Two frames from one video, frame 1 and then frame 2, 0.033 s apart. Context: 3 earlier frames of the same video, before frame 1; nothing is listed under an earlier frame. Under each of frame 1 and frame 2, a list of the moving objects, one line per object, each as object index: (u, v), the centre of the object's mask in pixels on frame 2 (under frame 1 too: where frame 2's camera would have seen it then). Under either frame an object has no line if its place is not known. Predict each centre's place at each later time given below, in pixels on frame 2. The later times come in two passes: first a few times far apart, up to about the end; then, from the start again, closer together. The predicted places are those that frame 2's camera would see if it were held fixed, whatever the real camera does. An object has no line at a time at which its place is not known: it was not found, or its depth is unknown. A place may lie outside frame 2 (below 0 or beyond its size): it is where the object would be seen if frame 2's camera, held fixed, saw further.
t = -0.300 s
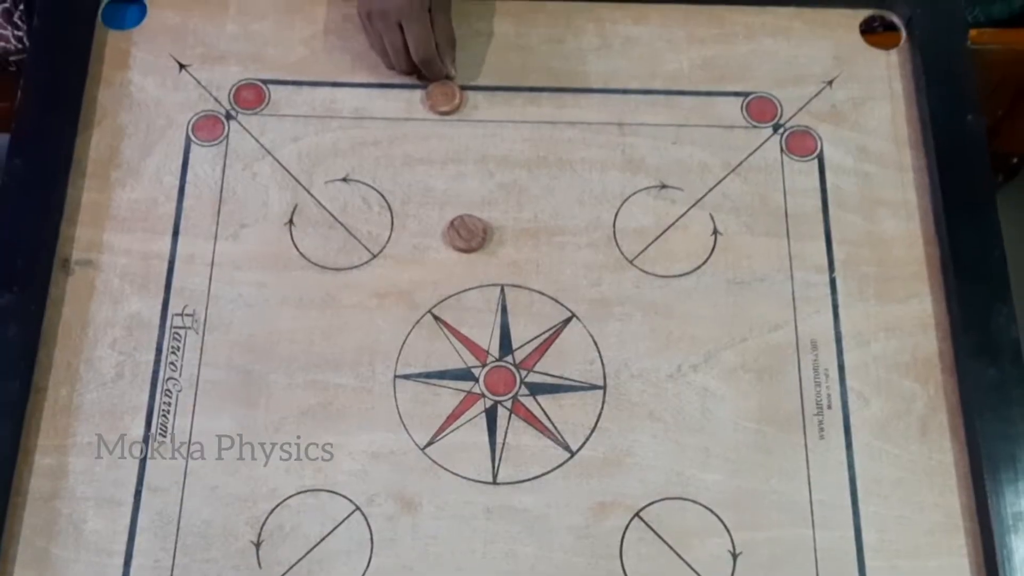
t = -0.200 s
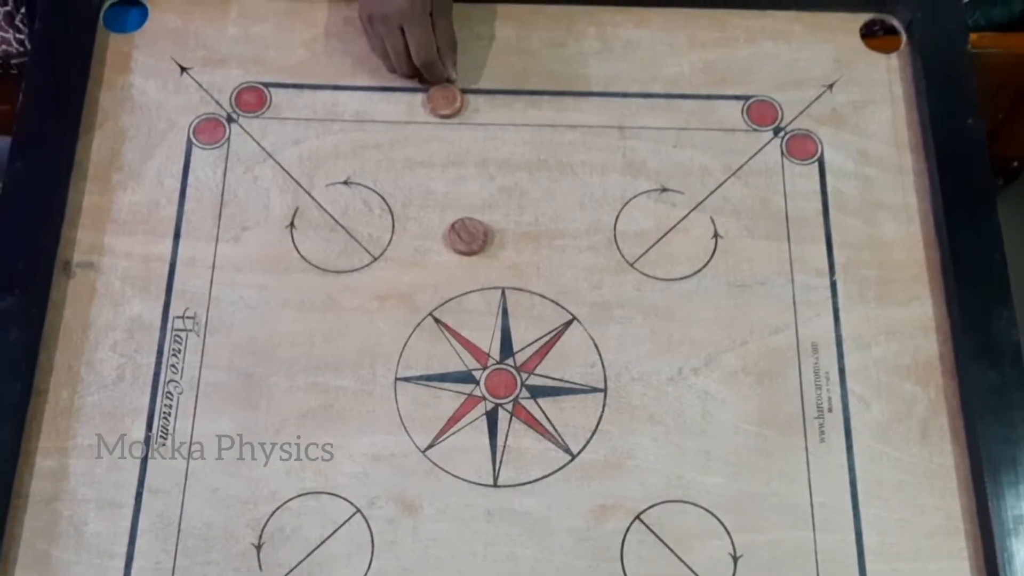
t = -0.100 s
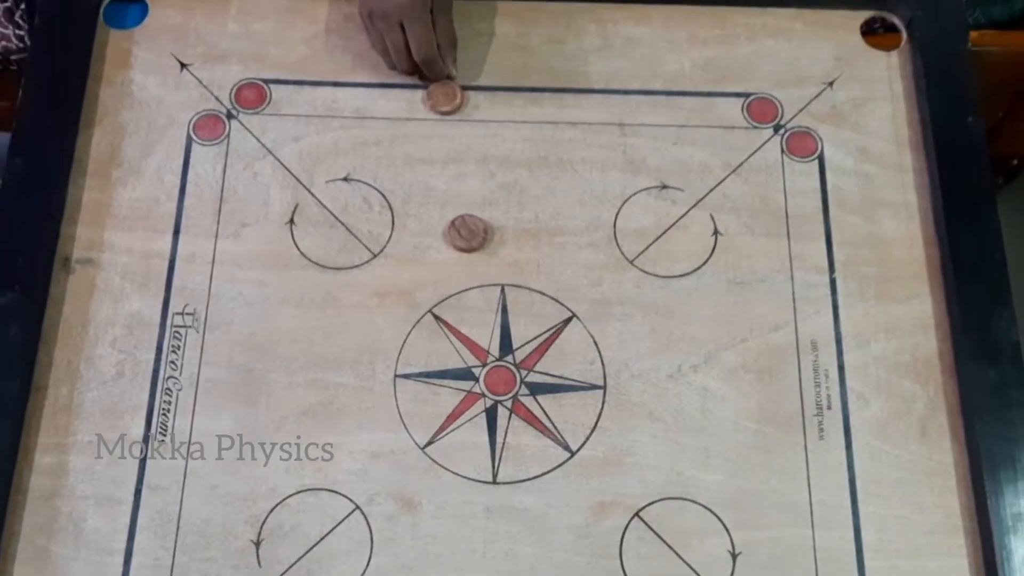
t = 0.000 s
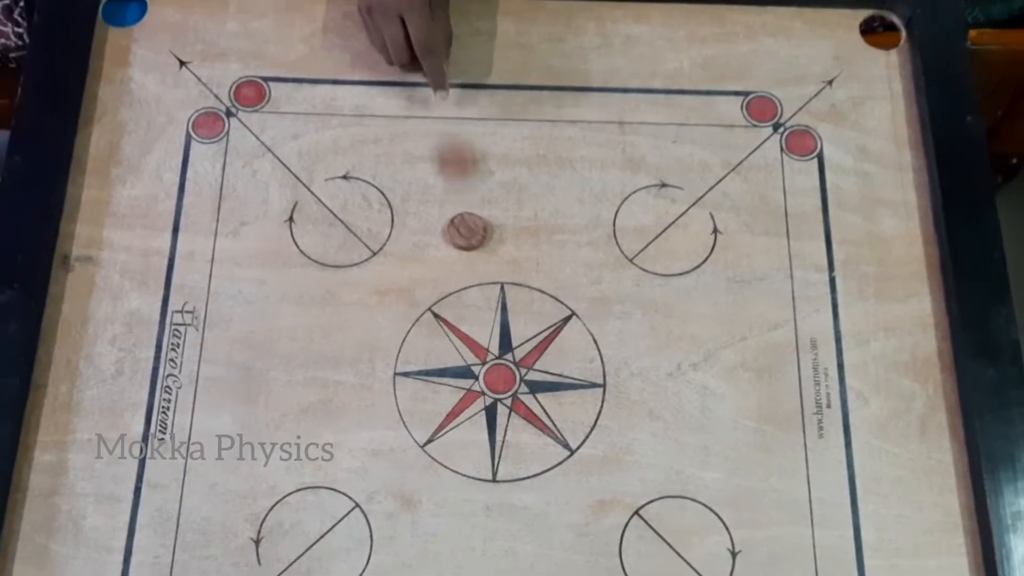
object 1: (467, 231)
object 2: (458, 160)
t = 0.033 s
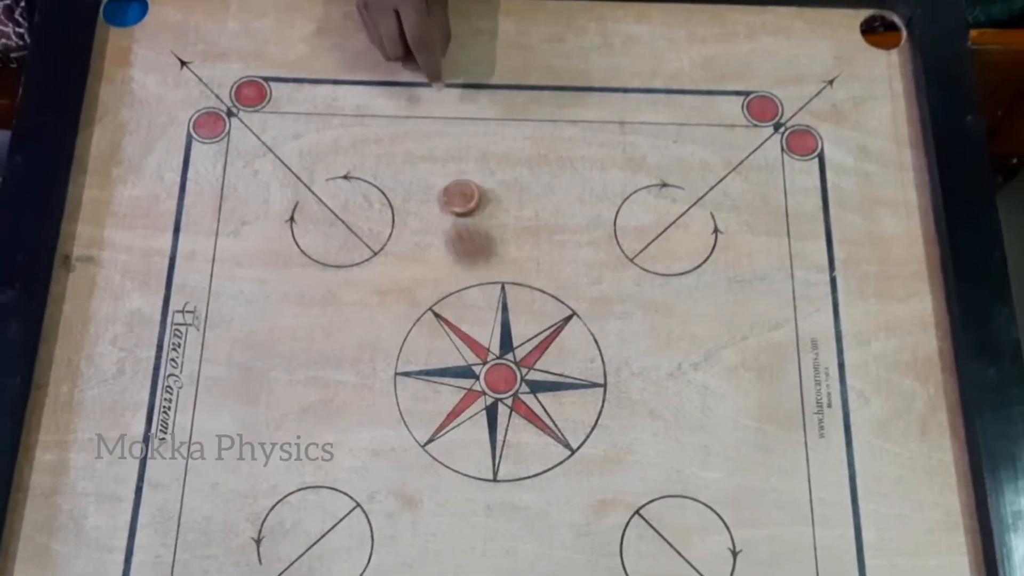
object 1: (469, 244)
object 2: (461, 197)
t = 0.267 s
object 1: (505, 423)
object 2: (461, 201)
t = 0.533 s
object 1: (509, 437)
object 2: (460, 201)
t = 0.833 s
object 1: (509, 437)
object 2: (460, 201)
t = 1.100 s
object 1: (509, 437)
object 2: (460, 201)
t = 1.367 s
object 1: (509, 437)
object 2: (460, 201)
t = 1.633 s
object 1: (509, 437)
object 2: (460, 201)
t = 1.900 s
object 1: (510, 437)
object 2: (460, 201)
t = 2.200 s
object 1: (510, 437)
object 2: (460, 201)
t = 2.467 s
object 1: (510, 437)
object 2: (460, 201)
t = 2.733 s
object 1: (510, 437)
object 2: (460, 201)
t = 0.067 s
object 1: (477, 278)
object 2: (462, 200)
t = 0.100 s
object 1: (482, 312)
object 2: (460, 201)
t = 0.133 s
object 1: (489, 342)
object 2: (461, 201)
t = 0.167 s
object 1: (497, 371)
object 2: (461, 201)
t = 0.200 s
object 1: (500, 390)
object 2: (461, 201)
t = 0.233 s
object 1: (504, 409)
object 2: (461, 201)
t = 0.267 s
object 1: (505, 423)
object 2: (461, 201)
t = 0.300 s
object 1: (507, 432)
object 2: (461, 201)
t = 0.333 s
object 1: (509, 437)
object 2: (461, 201)
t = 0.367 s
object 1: (509, 437)
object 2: (461, 201)
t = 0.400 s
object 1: (509, 437)
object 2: (461, 201)
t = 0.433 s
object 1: (509, 437)
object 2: (461, 201)
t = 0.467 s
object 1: (509, 437)
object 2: (460, 201)
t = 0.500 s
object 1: (509, 437)
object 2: (461, 201)
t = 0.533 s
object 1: (509, 437)
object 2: (460, 201)
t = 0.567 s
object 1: (509, 437)
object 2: (460, 201)
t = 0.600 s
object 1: (509, 437)
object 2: (460, 201)
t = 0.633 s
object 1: (509, 437)
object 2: (460, 201)
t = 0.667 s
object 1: (509, 437)
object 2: (460, 201)
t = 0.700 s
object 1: (509, 437)
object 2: (460, 201)
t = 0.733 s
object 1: (509, 437)
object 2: (460, 201)
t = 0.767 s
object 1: (509, 437)
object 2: (460, 201)
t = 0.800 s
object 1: (509, 437)
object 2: (460, 201)
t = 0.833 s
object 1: (509, 437)
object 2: (460, 201)
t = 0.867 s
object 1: (509, 437)
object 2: (460, 201)
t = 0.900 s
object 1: (509, 437)
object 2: (460, 201)
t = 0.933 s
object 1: (509, 437)
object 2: (460, 201)
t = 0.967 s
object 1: (509, 437)
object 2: (460, 201)
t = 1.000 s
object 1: (509, 437)
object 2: (460, 201)
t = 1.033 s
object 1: (509, 437)
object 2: (460, 201)
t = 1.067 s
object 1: (509, 437)
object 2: (460, 201)
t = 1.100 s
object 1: (509, 437)
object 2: (460, 201)
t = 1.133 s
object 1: (509, 437)
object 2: (460, 201)
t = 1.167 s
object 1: (509, 437)
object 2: (460, 201)
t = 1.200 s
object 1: (509, 437)
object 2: (460, 202)
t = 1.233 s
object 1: (509, 437)
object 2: (460, 202)
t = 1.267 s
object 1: (509, 437)
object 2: (460, 201)
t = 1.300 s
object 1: (509, 437)
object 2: (460, 201)
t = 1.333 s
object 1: (509, 437)
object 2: (460, 201)
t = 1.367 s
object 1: (509, 437)
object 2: (460, 201)
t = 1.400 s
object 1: (509, 437)
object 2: (460, 201)
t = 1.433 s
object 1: (509, 437)
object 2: (460, 201)
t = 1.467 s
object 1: (509, 437)
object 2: (460, 201)
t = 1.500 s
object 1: (509, 437)
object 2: (460, 201)
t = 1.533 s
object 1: (509, 437)
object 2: (460, 201)
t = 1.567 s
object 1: (509, 437)
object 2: (460, 201)
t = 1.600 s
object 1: (509, 437)
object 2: (460, 201)
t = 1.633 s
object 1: (509, 437)
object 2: (460, 201)
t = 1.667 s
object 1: (509, 437)
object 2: (461, 201)
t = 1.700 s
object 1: (509, 437)
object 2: (460, 201)
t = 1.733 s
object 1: (509, 437)
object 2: (460, 201)
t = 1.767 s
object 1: (510, 437)
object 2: (460, 201)
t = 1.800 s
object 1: (509, 437)
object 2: (460, 201)
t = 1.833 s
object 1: (509, 437)
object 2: (460, 201)
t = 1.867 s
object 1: (509, 437)
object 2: (461, 201)
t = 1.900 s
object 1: (510, 437)
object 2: (460, 201)
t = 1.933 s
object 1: (510, 437)
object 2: (460, 201)
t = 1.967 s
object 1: (510, 437)
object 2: (460, 201)
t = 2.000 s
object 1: (510, 437)
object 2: (460, 201)
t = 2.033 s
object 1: (509, 437)
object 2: (460, 201)
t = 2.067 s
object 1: (509, 437)
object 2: (460, 201)
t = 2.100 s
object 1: (509, 437)
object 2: (460, 201)
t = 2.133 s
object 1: (509, 437)
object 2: (460, 201)
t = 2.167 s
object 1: (510, 437)
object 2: (460, 201)
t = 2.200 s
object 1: (510, 437)
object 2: (460, 201)
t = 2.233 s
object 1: (509, 437)
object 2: (460, 201)
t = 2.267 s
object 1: (510, 437)
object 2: (460, 201)
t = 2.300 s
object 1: (510, 437)
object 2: (460, 201)
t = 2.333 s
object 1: (510, 437)
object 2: (460, 201)
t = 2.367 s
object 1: (509, 437)
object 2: (460, 201)
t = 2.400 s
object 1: (509, 437)
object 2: (460, 201)
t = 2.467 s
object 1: (510, 437)
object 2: (460, 201)
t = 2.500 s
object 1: (509, 437)
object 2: (460, 201)
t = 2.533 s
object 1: (509, 437)
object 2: (460, 201)
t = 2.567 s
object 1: (509, 437)
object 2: (460, 201)
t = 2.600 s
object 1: (510, 437)
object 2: (460, 201)
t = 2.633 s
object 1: (510, 437)
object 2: (460, 201)
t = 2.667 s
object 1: (510, 437)
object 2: (460, 201)
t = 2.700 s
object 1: (510, 437)
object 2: (460, 201)
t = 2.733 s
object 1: (510, 437)
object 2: (460, 201)
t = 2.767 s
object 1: (510, 437)
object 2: (460, 201)
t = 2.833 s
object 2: (460, 201)
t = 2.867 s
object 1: (509, 437)
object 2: (460, 201)
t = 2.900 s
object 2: (460, 201)
